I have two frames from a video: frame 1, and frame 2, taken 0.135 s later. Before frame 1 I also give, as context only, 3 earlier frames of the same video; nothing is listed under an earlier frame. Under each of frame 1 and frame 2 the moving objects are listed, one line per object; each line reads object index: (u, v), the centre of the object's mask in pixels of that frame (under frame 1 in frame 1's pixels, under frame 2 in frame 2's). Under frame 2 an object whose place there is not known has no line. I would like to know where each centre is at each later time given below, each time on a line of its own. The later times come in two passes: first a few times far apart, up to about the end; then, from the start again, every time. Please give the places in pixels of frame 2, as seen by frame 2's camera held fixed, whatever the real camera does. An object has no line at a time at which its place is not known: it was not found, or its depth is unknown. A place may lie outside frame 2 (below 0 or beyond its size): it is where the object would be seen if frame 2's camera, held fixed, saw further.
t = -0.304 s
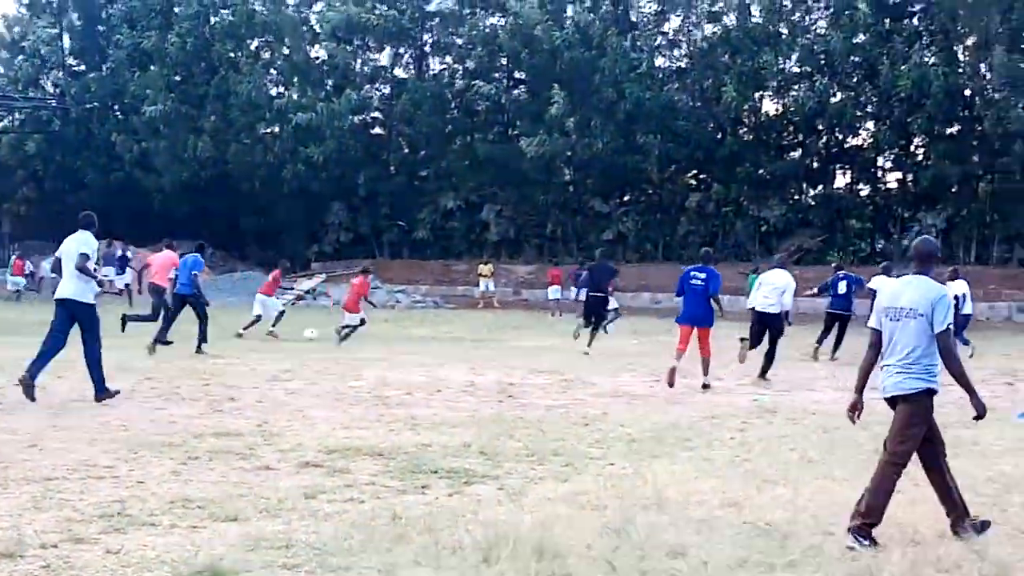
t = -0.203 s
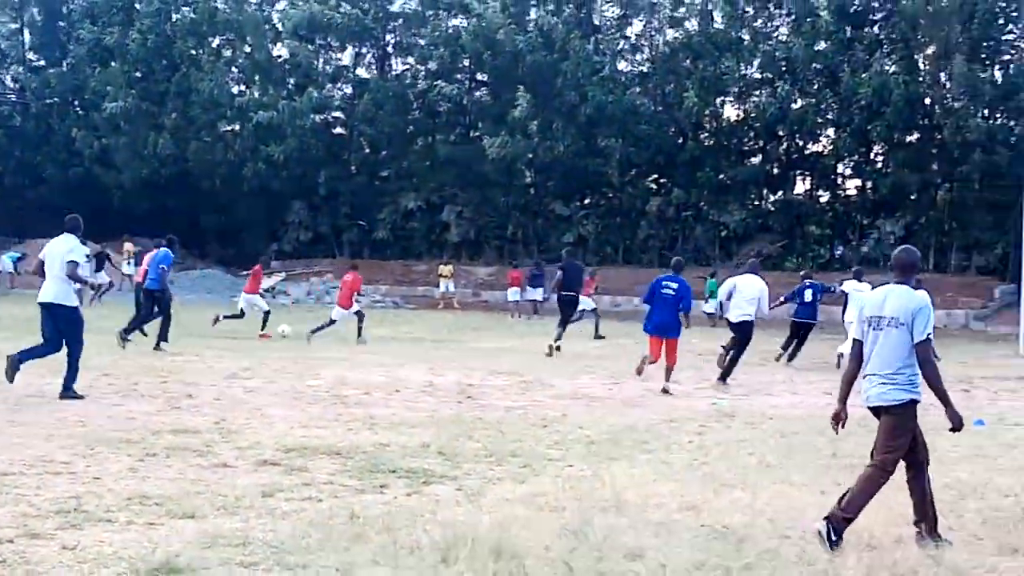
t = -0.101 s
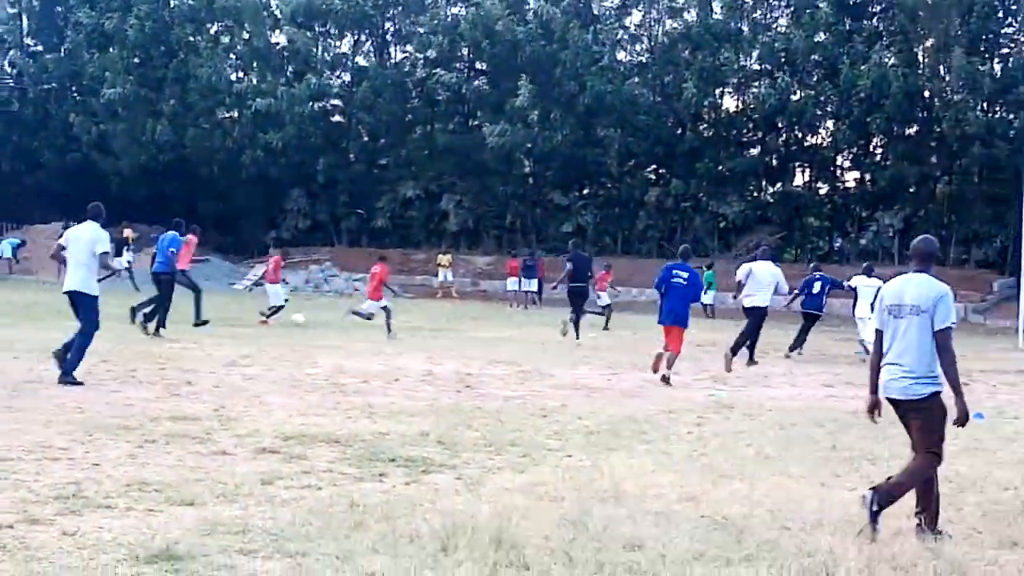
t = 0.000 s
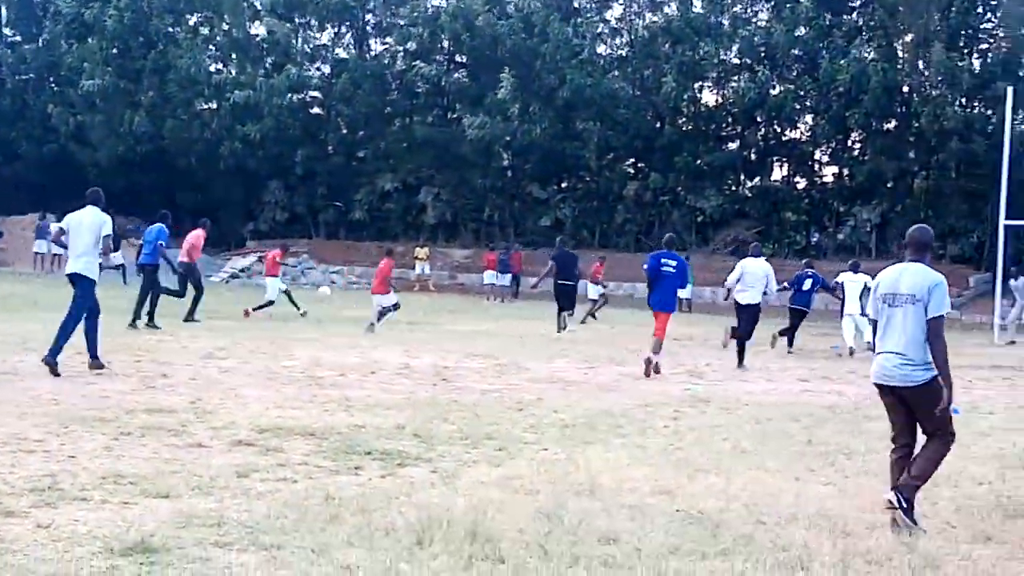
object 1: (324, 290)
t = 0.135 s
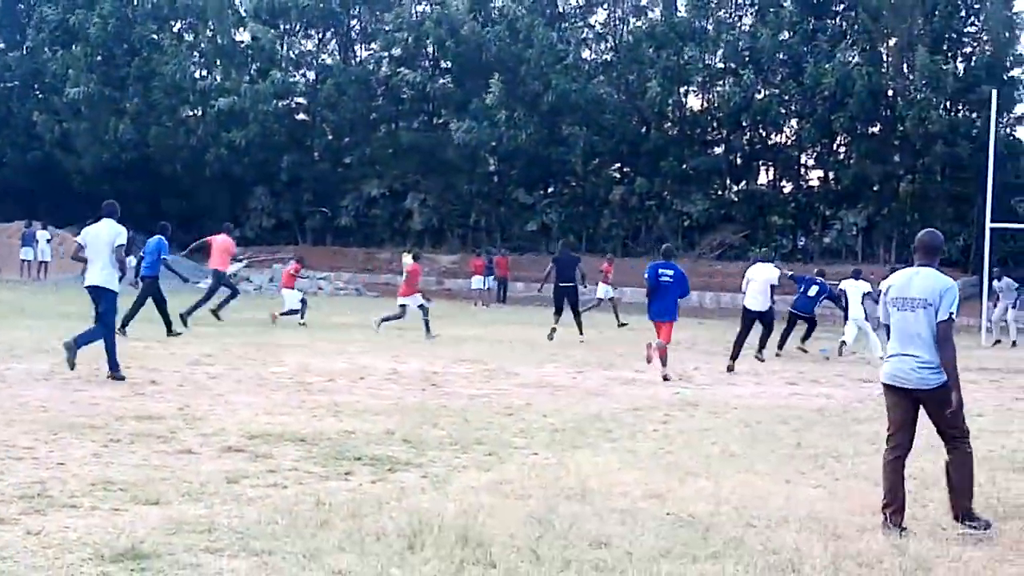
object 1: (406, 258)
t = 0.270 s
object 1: (499, 236)
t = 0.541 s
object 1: (656, 211)
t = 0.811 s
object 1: (792, 216)
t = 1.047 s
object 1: (902, 243)
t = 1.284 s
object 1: (875, 258)
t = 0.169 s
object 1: (435, 253)
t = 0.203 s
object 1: (456, 247)
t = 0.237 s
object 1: (478, 242)
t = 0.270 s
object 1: (499, 236)
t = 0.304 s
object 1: (520, 231)
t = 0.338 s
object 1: (541, 227)
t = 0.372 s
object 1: (560, 223)
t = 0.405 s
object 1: (580, 220)
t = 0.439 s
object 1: (600, 217)
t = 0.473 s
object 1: (619, 214)
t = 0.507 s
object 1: (638, 212)
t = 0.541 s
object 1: (656, 211)
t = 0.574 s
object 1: (674, 210)
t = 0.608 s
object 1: (691, 210)
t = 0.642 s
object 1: (709, 210)
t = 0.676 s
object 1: (725, 210)
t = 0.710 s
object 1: (742, 211)
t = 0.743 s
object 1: (759, 213)
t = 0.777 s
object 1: (776, 214)
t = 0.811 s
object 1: (792, 216)
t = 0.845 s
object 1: (809, 219)
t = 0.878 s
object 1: (825, 222)
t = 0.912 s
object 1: (840, 226)
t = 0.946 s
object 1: (856, 230)
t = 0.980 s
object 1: (872, 234)
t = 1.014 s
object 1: (888, 238)
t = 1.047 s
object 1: (902, 243)
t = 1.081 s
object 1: (900, 242)
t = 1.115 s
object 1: (895, 242)
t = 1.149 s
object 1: (890, 244)
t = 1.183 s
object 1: (887, 247)
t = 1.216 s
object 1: (884, 250)
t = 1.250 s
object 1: (880, 254)
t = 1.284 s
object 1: (875, 258)
